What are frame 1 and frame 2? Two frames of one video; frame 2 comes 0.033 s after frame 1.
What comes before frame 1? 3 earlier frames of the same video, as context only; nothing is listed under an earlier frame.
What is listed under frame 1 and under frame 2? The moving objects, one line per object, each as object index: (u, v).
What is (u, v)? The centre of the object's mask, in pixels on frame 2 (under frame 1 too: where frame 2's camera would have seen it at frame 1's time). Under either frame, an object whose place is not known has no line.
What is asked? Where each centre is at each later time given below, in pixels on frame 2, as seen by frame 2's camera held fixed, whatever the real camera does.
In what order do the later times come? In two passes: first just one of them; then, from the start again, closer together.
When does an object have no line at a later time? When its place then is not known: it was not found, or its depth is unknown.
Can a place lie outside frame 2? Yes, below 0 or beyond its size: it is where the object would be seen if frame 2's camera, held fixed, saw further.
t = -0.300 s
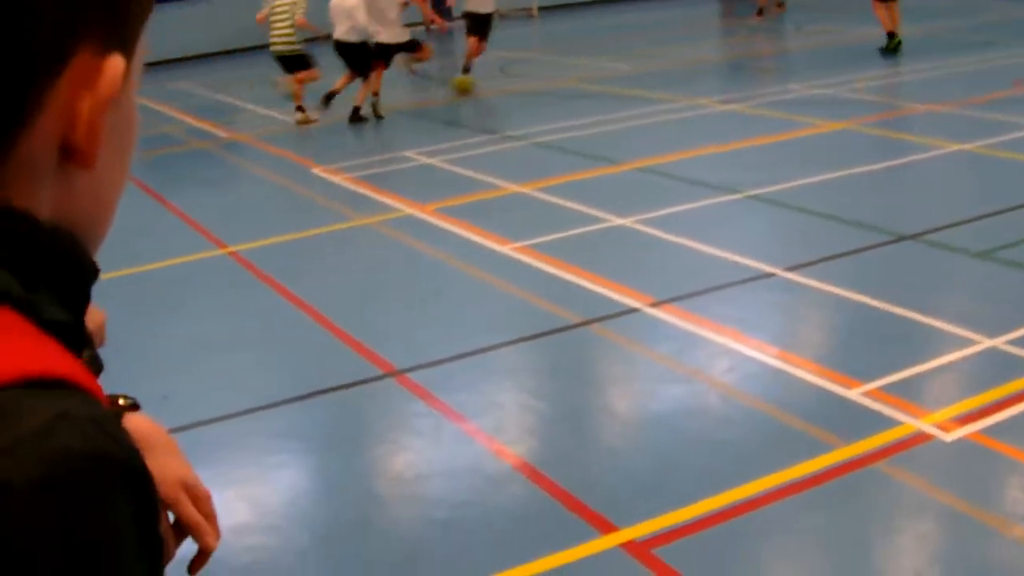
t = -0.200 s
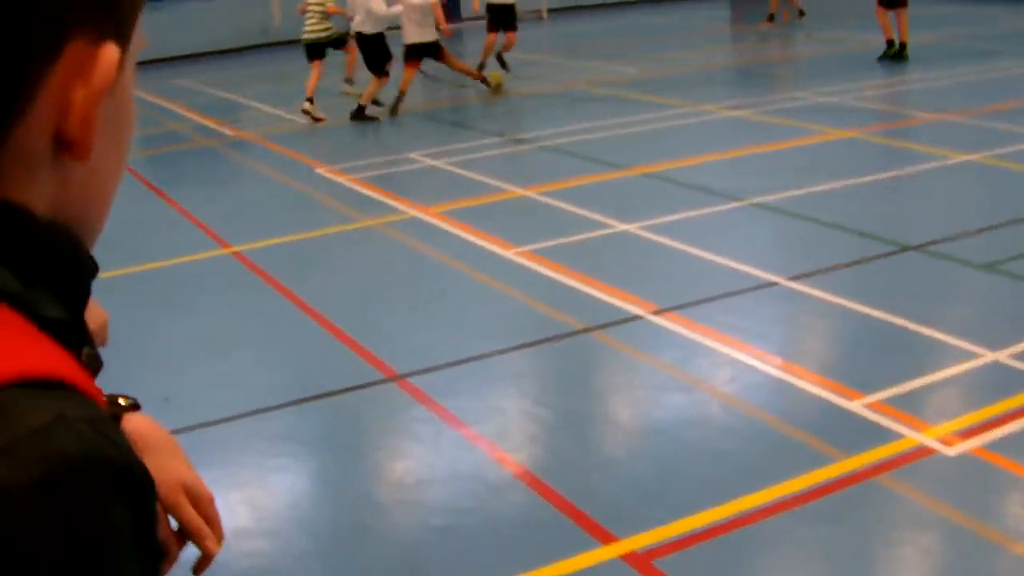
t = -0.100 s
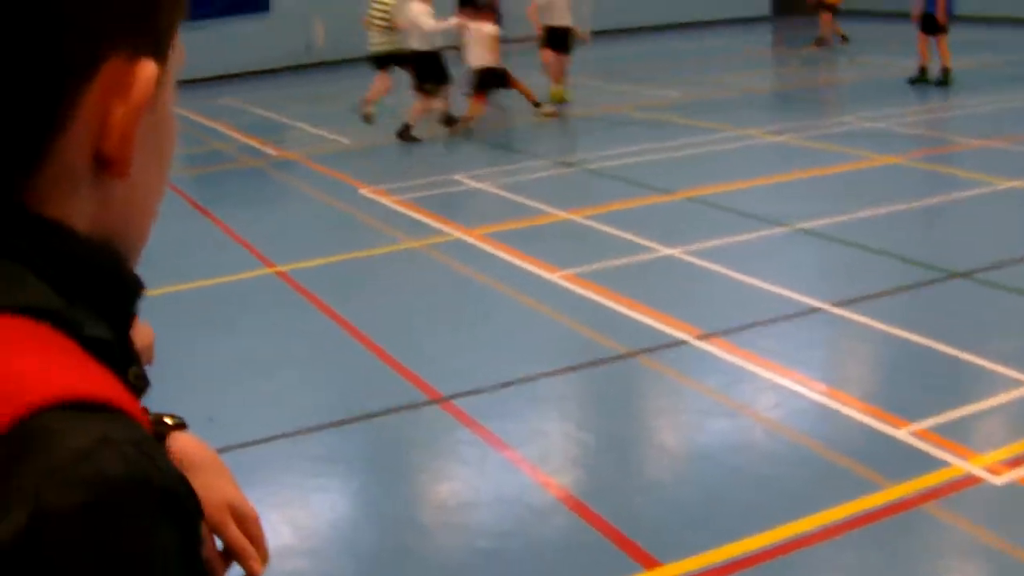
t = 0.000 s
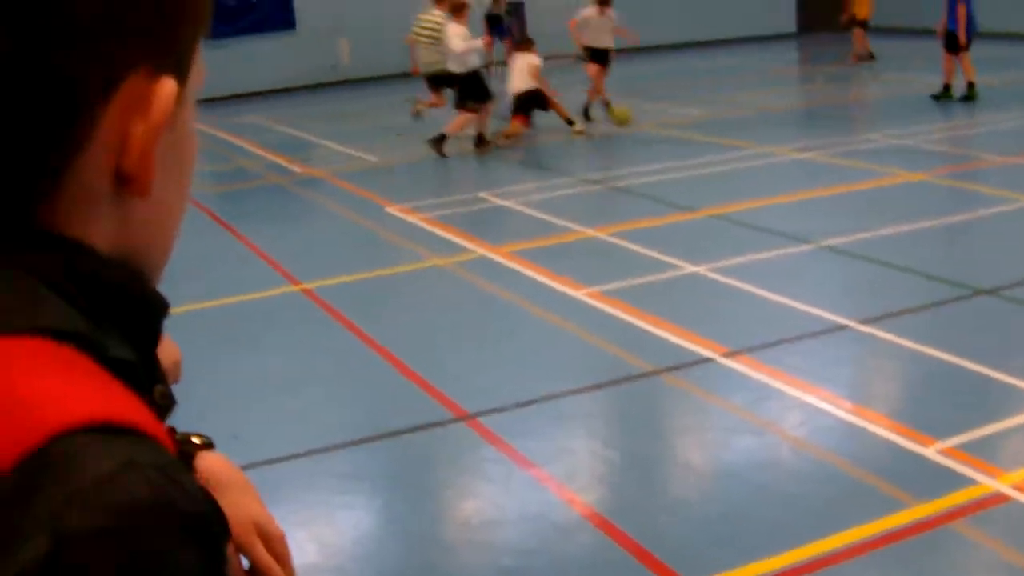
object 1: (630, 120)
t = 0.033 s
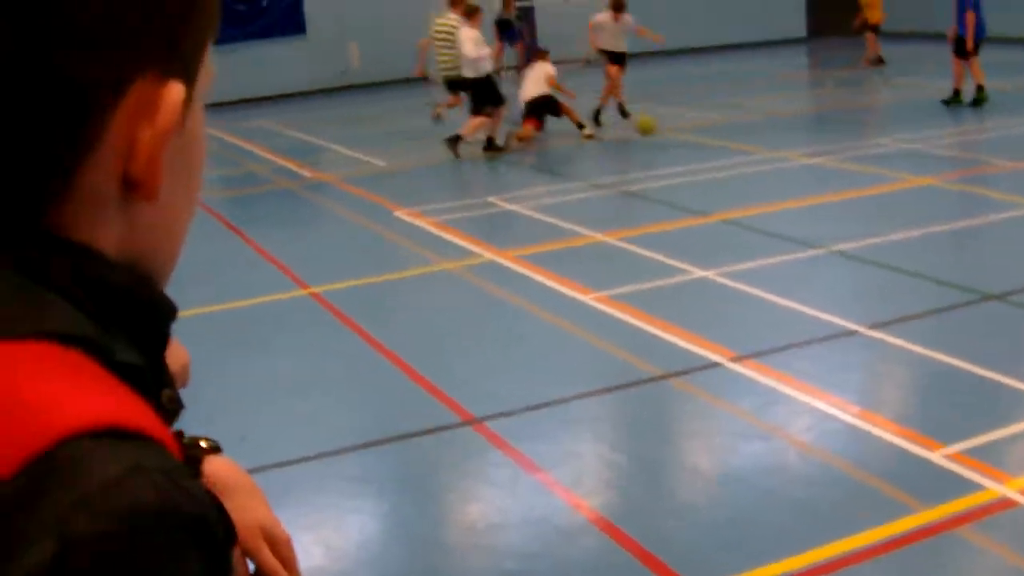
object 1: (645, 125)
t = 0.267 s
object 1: (767, 163)
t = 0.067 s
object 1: (661, 131)
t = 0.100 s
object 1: (675, 138)
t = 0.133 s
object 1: (694, 148)
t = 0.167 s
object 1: (713, 159)
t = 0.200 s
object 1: (730, 162)
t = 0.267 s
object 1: (767, 163)
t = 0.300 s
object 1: (787, 166)
